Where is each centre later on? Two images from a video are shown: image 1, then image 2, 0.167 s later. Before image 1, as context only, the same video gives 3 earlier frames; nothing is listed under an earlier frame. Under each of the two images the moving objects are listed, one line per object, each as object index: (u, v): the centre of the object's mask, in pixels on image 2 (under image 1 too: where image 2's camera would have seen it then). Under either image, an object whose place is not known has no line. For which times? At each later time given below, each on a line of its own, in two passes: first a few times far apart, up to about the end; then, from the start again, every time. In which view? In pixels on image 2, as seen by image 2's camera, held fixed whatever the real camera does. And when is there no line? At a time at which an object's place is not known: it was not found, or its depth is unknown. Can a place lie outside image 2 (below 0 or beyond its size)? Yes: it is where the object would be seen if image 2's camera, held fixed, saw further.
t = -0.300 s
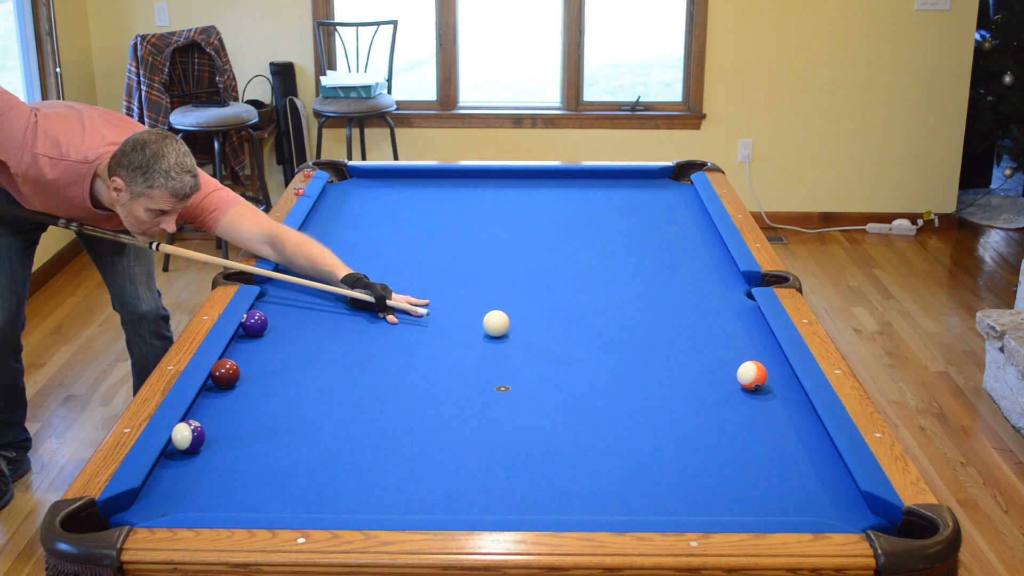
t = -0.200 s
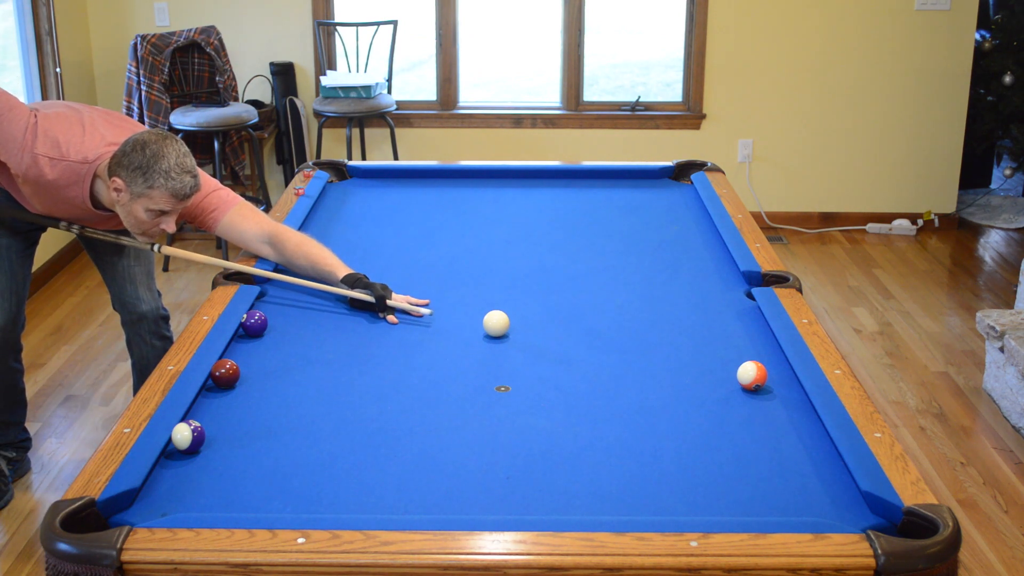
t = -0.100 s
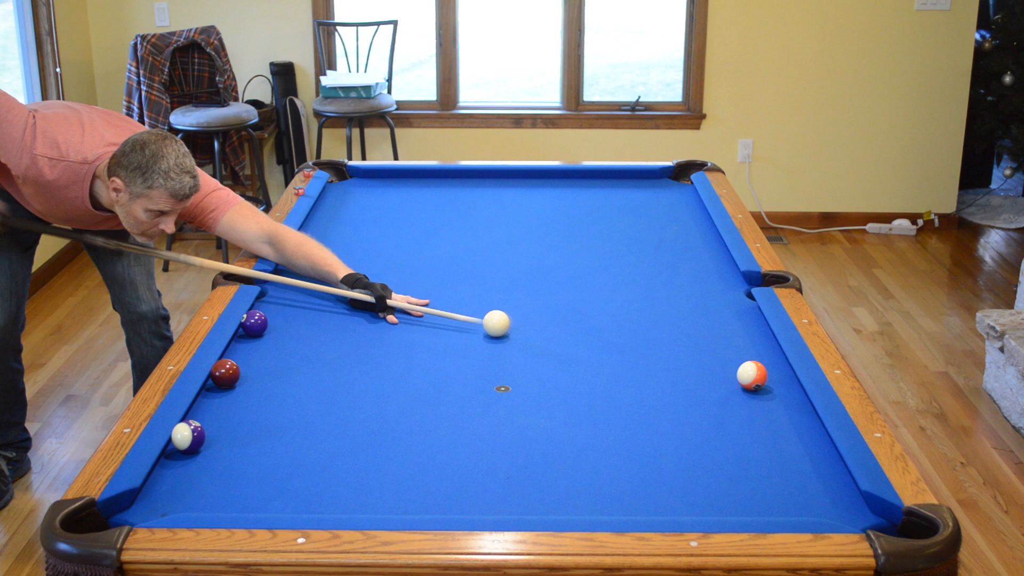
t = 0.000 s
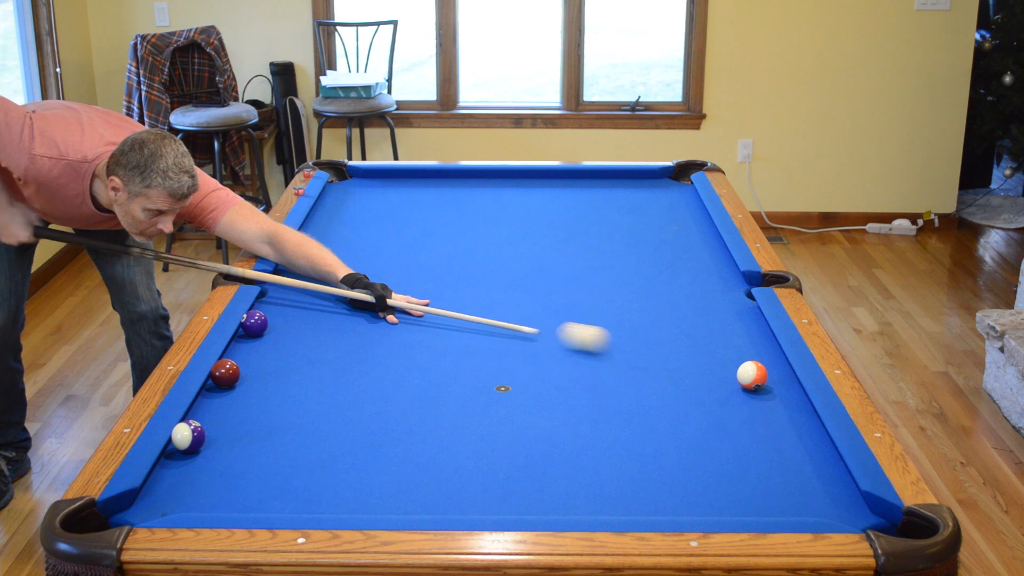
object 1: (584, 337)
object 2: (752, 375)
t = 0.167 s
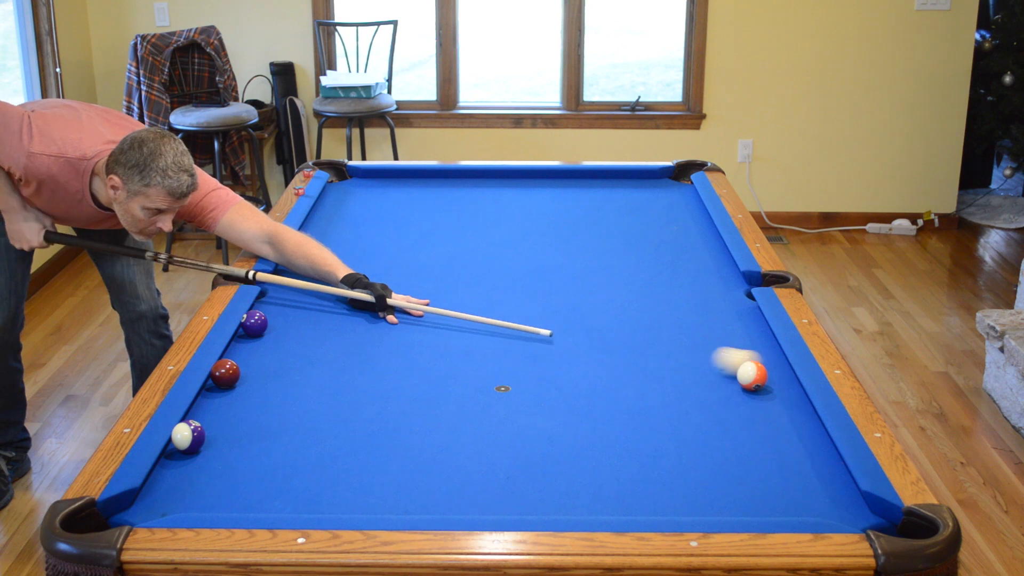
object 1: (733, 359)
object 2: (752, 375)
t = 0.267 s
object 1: (754, 359)
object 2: (761, 386)
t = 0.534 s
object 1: (651, 345)
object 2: (785, 414)
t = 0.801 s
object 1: (561, 331)
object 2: (810, 443)
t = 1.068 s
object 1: (480, 319)
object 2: (830, 472)
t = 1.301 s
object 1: (415, 308)
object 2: (836, 497)
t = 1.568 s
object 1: (347, 297)
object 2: (847, 515)
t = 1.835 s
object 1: (285, 287)
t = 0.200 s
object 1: (765, 361)
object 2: (754, 379)
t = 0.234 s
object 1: (771, 361)
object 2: (758, 382)
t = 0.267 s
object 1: (754, 359)
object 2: (761, 386)
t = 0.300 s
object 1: (738, 358)
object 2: (764, 390)
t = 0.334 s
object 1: (724, 356)
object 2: (767, 393)
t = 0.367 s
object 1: (711, 355)
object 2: (770, 396)
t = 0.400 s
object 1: (698, 352)
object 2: (772, 400)
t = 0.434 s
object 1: (686, 351)
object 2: (775, 403)
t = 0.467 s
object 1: (674, 349)
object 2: (778, 407)
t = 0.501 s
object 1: (663, 347)
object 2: (781, 410)
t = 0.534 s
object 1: (651, 345)
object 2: (785, 414)
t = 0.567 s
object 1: (639, 343)
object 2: (788, 417)
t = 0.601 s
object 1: (628, 342)
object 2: (791, 421)
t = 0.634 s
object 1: (616, 340)
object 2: (794, 424)
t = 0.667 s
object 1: (605, 338)
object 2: (797, 428)
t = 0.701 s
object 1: (594, 336)
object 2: (800, 432)
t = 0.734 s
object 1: (583, 335)
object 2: (804, 435)
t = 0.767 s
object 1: (572, 333)
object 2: (807, 439)
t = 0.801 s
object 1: (561, 331)
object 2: (810, 443)
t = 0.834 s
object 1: (551, 330)
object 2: (813, 446)
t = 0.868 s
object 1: (540, 328)
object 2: (817, 450)
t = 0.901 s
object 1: (530, 326)
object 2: (820, 454)
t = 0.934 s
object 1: (520, 325)
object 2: (823, 458)
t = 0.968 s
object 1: (509, 323)
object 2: (826, 461)
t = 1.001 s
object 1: (500, 322)
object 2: (828, 465)
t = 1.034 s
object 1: (490, 320)
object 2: (829, 469)
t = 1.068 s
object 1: (480, 319)
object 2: (830, 472)
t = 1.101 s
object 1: (471, 317)
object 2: (831, 476)
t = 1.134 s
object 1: (461, 316)
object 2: (831, 479)
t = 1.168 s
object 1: (452, 314)
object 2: (832, 483)
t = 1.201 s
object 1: (442, 313)
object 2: (833, 486)
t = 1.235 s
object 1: (433, 311)
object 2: (834, 490)
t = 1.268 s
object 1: (424, 310)
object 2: (835, 493)
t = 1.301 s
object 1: (415, 308)
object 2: (836, 497)
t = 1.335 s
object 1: (406, 307)
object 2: (837, 501)
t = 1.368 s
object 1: (398, 306)
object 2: (838, 504)
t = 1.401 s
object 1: (389, 304)
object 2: (839, 506)
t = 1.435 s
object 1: (380, 303)
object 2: (840, 509)
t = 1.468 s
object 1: (372, 301)
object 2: (841, 511)
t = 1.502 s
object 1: (363, 300)
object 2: (842, 513)
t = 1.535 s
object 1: (355, 299)
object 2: (844, 515)
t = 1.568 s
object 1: (347, 297)
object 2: (847, 515)
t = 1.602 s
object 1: (339, 296)
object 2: (850, 516)
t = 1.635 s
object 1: (331, 295)
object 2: (853, 516)
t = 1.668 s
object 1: (323, 293)
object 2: (857, 516)
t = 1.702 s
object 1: (316, 292)
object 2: (860, 517)
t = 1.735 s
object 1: (308, 291)
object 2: (866, 518)
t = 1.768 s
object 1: (300, 289)
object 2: (871, 522)
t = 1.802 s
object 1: (293, 288)
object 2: (877, 527)
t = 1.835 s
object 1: (285, 287)
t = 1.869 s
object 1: (278, 286)
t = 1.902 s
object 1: (271, 284)
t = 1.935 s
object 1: (265, 283)
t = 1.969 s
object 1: (260, 284)
